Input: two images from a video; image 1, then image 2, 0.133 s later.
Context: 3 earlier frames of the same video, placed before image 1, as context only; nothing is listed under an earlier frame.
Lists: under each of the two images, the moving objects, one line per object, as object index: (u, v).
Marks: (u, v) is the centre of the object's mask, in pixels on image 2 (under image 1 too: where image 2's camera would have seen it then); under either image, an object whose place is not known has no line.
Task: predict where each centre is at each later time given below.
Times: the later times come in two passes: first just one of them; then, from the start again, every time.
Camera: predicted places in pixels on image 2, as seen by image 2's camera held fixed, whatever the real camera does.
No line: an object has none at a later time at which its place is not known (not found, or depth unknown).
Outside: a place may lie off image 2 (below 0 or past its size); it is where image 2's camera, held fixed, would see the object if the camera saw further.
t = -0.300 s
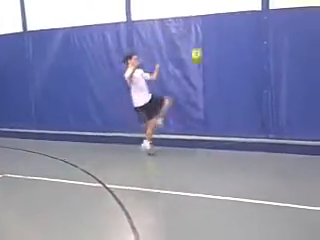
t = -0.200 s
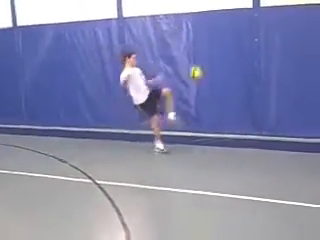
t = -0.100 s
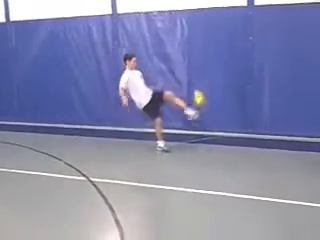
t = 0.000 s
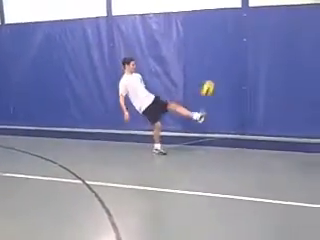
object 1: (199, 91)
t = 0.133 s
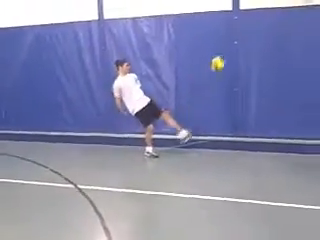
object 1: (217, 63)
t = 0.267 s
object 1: (237, 46)
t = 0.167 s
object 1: (222, 58)
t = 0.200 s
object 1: (227, 53)
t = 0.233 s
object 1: (232, 49)
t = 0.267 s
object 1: (237, 46)
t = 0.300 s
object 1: (242, 43)
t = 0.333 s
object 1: (248, 41)
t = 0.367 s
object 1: (253, 40)
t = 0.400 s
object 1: (258, 39)
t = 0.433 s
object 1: (264, 40)
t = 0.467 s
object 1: (269, 40)
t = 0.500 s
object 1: (274, 43)
